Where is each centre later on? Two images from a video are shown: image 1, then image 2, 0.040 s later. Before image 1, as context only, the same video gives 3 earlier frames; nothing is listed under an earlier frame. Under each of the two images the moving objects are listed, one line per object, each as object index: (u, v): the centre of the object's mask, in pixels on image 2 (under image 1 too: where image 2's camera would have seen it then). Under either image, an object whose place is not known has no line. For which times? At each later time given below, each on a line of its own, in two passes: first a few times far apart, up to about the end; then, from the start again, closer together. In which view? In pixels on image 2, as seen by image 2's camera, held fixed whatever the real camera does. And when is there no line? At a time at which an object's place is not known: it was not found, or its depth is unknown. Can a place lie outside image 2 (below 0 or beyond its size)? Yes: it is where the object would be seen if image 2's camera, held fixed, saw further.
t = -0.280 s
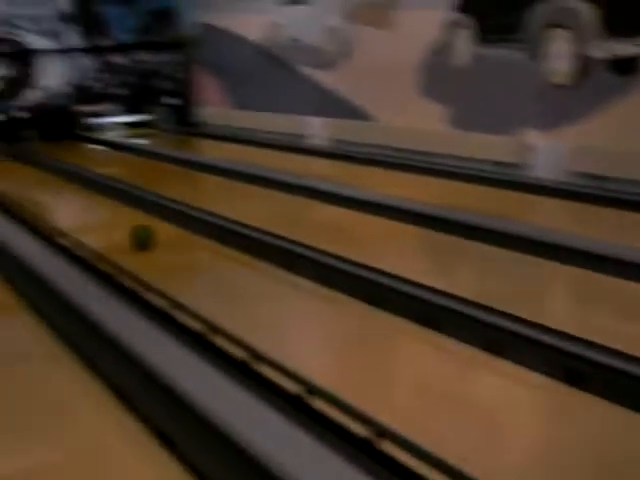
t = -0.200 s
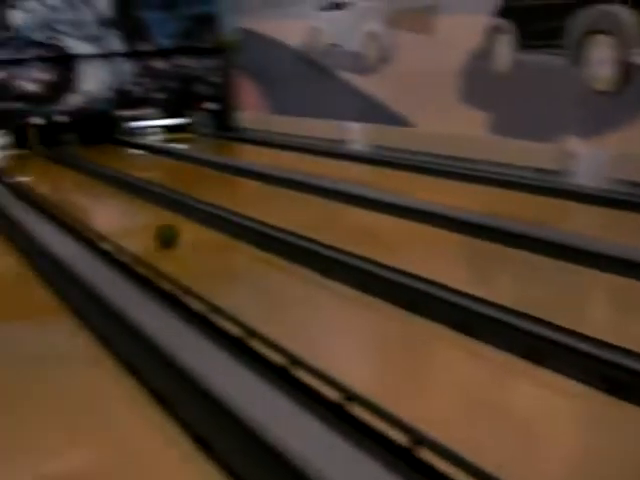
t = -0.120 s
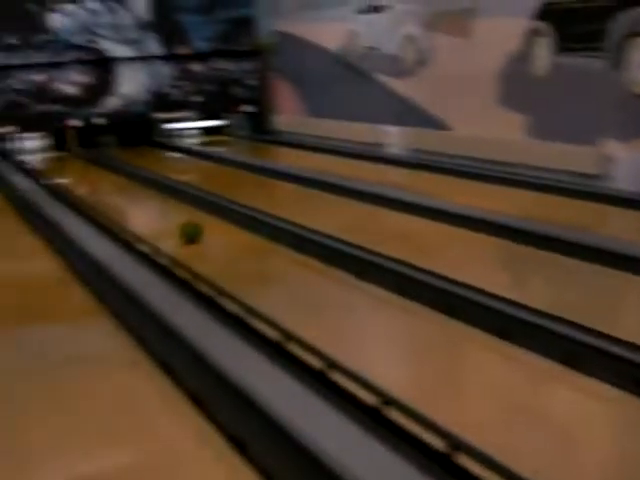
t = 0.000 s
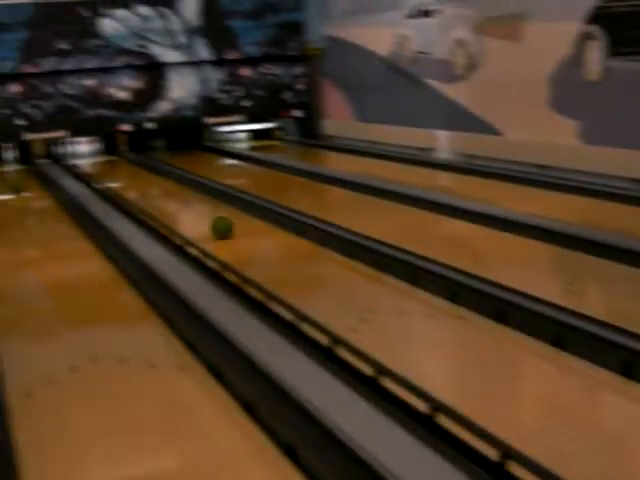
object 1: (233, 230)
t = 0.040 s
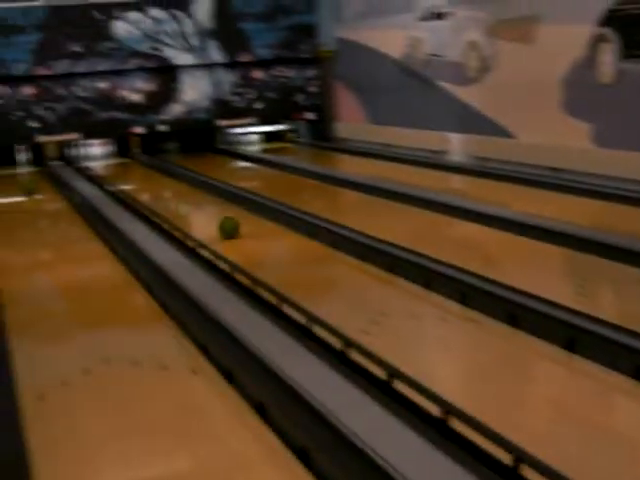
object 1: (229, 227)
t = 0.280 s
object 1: (200, 214)
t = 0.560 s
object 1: (172, 202)
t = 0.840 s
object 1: (150, 192)
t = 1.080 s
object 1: (134, 185)
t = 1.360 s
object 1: (119, 180)
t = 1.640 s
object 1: (105, 173)
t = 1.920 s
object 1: (95, 168)
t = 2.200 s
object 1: (90, 164)
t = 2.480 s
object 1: (85, 161)
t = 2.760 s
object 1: (79, 159)
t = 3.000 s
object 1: (78, 157)
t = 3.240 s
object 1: (76, 158)
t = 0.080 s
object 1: (224, 225)
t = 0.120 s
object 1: (219, 223)
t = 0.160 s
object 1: (214, 220)
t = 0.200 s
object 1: (209, 218)
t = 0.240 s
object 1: (204, 216)
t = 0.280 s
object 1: (200, 214)
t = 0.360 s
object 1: (192, 210)
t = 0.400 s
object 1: (188, 208)
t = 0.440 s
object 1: (184, 207)
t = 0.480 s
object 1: (180, 205)
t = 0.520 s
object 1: (176, 203)
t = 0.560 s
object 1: (172, 202)
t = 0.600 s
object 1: (169, 200)
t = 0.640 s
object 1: (165, 198)
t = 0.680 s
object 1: (162, 197)
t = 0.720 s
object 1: (159, 196)
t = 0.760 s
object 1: (156, 195)
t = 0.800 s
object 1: (153, 193)
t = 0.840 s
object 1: (150, 192)
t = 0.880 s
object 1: (147, 191)
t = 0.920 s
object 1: (144, 190)
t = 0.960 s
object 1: (141, 189)
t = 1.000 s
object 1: (139, 187)
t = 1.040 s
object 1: (137, 186)
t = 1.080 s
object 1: (134, 185)
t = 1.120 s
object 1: (131, 185)
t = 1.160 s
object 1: (128, 184)
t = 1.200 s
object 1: (126, 184)
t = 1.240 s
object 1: (124, 181)
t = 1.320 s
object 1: (120, 180)
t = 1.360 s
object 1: (119, 180)
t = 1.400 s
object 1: (117, 178)
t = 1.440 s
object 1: (113, 177)
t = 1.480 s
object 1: (112, 177)
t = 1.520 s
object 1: (112, 176)
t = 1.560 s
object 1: (108, 174)
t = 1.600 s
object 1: (105, 173)
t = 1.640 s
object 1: (105, 173)
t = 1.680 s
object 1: (104, 172)
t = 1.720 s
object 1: (102, 172)
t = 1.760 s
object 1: (100, 172)
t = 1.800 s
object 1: (98, 171)
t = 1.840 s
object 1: (96, 170)
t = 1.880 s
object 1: (96, 169)
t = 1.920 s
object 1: (95, 168)
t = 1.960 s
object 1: (95, 167)
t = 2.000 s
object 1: (95, 167)
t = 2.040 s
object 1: (94, 166)
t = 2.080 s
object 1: (93, 166)
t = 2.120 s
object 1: (92, 165)
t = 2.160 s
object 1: (91, 164)
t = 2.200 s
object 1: (90, 164)
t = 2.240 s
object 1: (87, 163)
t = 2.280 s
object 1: (88, 164)
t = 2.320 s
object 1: (87, 163)
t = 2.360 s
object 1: (87, 163)
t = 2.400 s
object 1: (85, 162)
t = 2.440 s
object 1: (86, 161)
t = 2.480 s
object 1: (85, 161)
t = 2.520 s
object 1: (85, 161)
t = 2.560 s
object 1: (84, 161)
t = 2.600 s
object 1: (83, 160)
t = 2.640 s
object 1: (83, 160)
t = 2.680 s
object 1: (81, 160)
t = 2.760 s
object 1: (79, 159)
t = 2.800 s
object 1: (80, 158)
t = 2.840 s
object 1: (79, 158)
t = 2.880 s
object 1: (78, 158)
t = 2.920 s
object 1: (78, 158)
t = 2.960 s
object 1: (78, 158)
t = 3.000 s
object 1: (78, 157)
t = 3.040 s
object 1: (78, 157)
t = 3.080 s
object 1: (77, 155)
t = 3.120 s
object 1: (77, 156)
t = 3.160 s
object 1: (76, 156)
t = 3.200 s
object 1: (76, 157)
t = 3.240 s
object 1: (76, 158)
